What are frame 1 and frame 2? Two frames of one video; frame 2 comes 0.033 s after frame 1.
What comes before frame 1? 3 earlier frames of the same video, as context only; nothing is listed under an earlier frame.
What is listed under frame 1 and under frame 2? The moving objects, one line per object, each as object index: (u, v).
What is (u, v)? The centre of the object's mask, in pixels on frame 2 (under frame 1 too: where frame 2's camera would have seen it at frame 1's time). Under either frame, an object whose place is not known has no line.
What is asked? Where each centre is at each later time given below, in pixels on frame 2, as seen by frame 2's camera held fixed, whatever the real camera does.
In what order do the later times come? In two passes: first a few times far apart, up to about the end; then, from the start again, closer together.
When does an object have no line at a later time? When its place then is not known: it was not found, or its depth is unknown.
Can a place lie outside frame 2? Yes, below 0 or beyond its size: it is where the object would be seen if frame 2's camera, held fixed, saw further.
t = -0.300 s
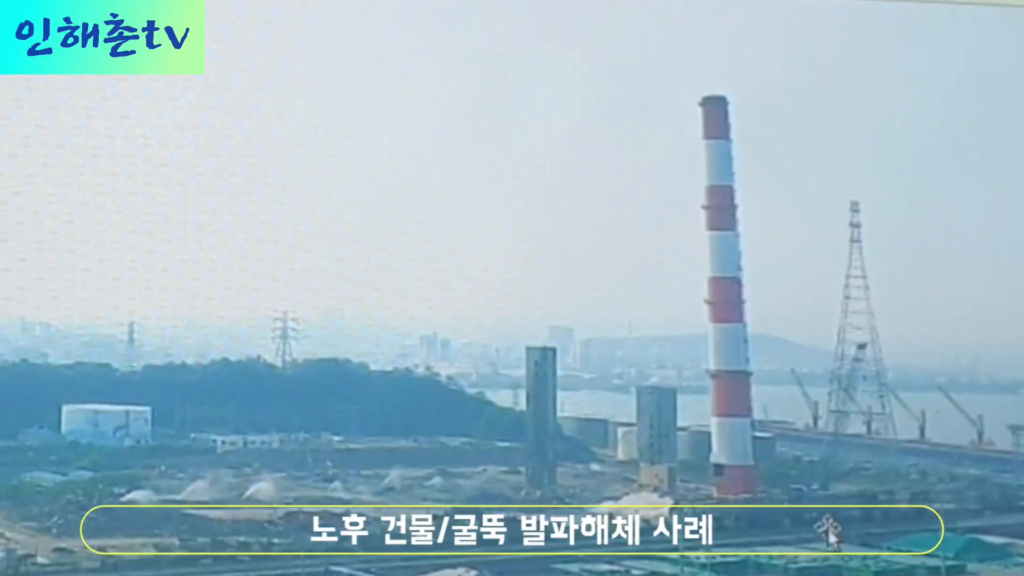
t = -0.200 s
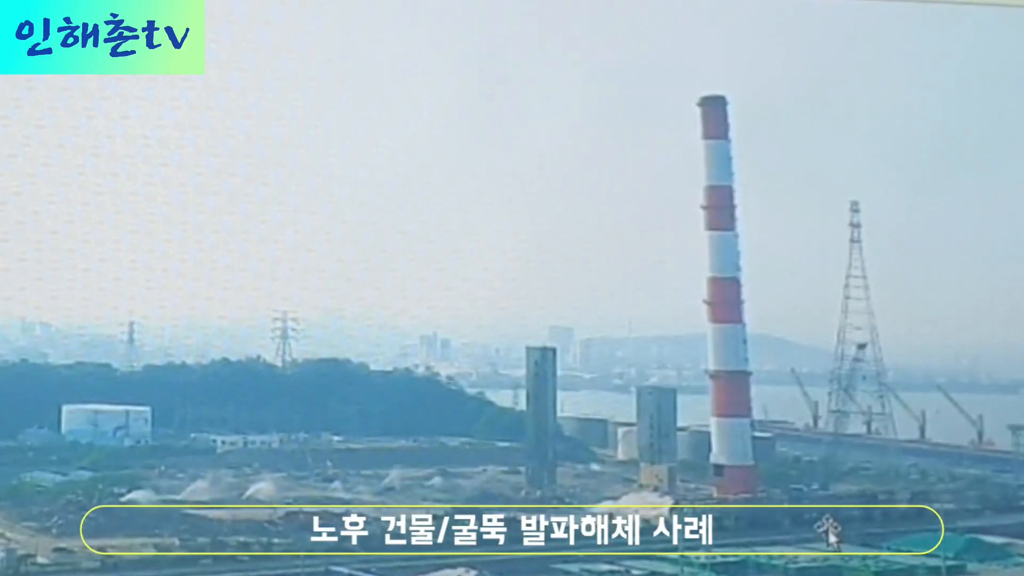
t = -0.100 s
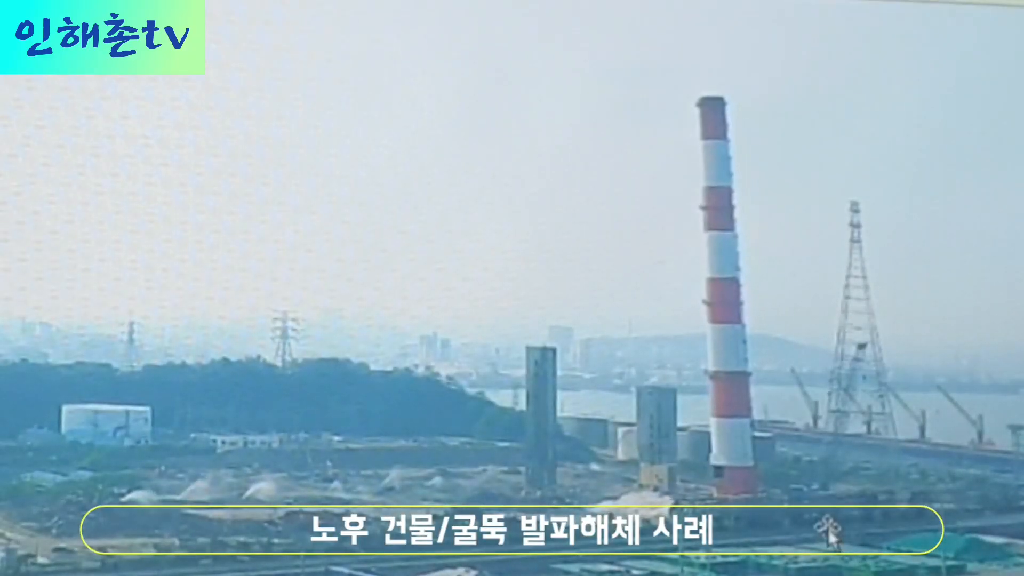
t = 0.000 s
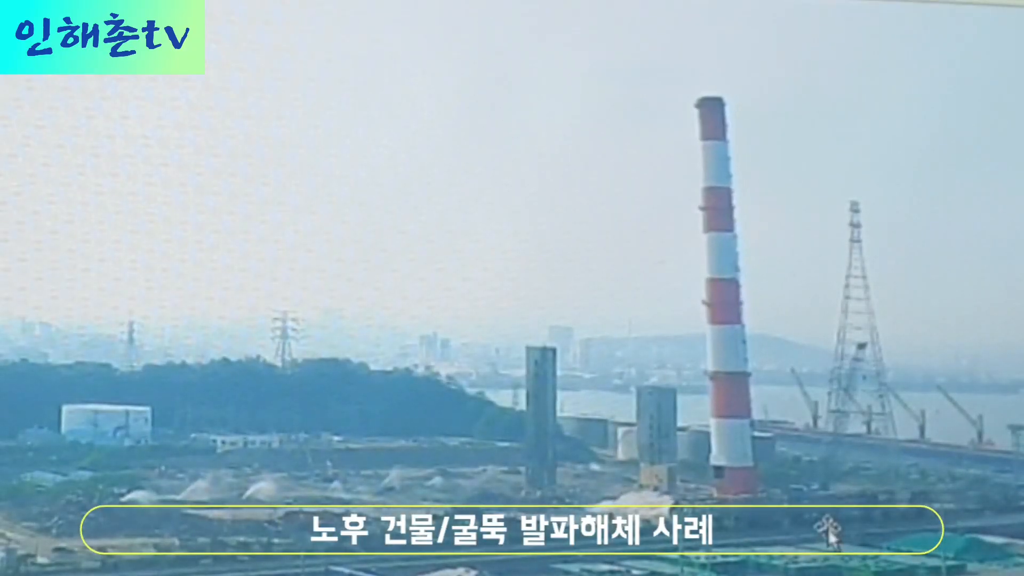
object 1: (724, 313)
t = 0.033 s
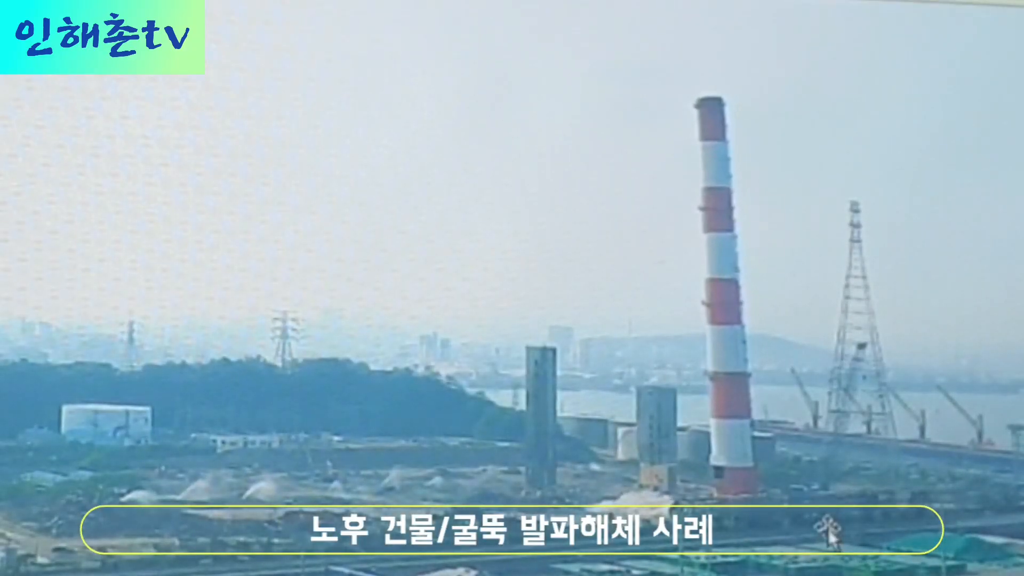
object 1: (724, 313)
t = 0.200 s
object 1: (723, 314)
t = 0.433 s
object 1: (722, 314)
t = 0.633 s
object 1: (720, 315)
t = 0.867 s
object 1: (718, 315)
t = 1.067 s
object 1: (717, 314)
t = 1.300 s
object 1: (715, 315)
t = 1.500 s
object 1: (714, 315)
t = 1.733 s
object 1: (712, 316)
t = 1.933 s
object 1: (710, 316)
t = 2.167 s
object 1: (708, 315)
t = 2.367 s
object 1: (706, 315)
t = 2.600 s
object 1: (704, 315)
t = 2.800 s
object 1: (702, 315)
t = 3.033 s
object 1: (700, 316)
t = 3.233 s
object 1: (697, 315)
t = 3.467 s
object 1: (695, 316)
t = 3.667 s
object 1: (693, 315)
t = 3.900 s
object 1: (690, 316)
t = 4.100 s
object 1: (688, 316)
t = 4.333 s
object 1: (685, 316)
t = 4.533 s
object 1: (682, 316)
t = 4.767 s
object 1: (678, 316)
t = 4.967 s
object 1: (675, 317)
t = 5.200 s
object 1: (672, 318)
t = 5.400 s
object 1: (667, 317)
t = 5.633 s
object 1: (662, 317)
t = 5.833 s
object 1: (659, 321)
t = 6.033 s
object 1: (655, 320)
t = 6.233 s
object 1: (650, 322)
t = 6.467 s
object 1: (645, 324)
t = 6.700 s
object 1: (639, 325)
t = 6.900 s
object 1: (632, 326)
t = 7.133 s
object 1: (625, 327)
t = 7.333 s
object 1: (619, 329)
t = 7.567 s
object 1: (611, 331)
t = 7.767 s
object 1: (604, 337)
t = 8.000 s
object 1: (595, 339)
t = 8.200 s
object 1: (587, 343)
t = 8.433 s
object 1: (579, 350)
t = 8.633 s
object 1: (568, 352)
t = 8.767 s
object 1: (564, 359)
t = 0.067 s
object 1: (724, 313)
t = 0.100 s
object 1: (724, 314)
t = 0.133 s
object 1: (724, 314)
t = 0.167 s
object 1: (723, 314)
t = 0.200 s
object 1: (723, 314)
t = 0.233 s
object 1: (723, 314)
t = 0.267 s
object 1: (723, 314)
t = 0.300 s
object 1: (722, 315)
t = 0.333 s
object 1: (722, 315)
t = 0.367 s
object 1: (722, 315)
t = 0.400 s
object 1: (722, 315)
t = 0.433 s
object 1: (722, 314)
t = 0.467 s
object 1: (721, 315)
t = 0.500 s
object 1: (721, 315)
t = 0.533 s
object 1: (721, 315)
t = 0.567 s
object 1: (721, 315)
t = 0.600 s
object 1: (721, 315)
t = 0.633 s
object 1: (720, 315)
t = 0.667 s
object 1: (720, 315)
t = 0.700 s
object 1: (720, 315)
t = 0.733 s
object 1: (719, 316)
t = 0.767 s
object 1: (719, 315)
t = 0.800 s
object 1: (719, 316)
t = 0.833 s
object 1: (719, 316)
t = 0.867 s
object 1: (718, 315)
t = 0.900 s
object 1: (718, 315)
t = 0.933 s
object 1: (718, 315)
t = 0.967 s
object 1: (718, 315)
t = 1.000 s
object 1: (717, 314)
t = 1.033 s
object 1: (717, 314)
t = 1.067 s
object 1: (717, 314)
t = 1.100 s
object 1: (717, 315)
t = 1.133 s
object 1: (717, 315)
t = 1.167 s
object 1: (716, 315)
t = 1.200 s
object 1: (716, 315)
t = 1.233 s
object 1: (716, 316)
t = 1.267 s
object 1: (715, 315)
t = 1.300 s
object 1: (715, 315)
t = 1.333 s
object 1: (715, 316)
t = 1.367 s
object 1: (715, 315)
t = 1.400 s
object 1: (715, 315)
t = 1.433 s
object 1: (714, 316)
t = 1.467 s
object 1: (714, 315)
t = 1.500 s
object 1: (714, 315)
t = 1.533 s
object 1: (713, 316)
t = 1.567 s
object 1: (713, 316)
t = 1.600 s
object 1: (713, 316)
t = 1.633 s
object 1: (713, 316)
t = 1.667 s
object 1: (712, 316)
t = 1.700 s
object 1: (712, 315)
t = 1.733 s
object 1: (712, 316)
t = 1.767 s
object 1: (711, 316)
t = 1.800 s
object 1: (711, 316)
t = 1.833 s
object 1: (711, 316)
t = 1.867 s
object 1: (710, 316)
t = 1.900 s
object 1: (710, 315)
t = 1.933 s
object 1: (710, 316)
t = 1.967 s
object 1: (710, 316)
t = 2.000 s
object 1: (710, 316)
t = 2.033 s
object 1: (709, 316)
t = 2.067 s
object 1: (709, 316)
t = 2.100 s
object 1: (708, 316)
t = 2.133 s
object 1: (708, 315)
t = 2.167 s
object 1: (708, 315)
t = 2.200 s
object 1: (708, 315)
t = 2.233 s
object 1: (707, 315)
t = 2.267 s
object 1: (707, 315)
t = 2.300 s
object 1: (707, 315)
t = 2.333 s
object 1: (707, 315)
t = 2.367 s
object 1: (706, 315)
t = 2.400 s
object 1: (706, 315)
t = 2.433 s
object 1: (706, 315)
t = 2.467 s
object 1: (705, 315)
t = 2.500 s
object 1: (705, 315)
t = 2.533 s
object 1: (705, 315)
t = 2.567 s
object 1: (704, 315)
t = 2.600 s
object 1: (704, 315)
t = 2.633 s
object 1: (704, 316)
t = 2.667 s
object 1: (704, 315)
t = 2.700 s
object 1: (703, 315)
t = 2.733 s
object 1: (703, 315)
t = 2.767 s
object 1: (702, 315)
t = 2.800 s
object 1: (702, 315)
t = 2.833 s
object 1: (702, 315)
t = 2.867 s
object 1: (702, 315)
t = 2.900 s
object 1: (701, 315)
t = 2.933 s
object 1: (701, 316)
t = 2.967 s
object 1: (701, 316)
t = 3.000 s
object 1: (700, 316)
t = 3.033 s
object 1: (700, 316)
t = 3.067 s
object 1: (700, 316)
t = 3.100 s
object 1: (700, 316)
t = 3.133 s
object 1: (699, 315)
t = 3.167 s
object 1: (699, 315)
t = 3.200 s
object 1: (698, 316)
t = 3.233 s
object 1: (697, 315)
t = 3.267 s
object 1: (697, 315)
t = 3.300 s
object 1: (697, 315)
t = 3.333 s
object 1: (697, 315)
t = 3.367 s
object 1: (696, 315)
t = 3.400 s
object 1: (696, 316)
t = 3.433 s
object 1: (696, 316)
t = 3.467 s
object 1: (695, 316)
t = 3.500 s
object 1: (695, 316)
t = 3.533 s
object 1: (695, 316)
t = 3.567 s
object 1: (694, 316)
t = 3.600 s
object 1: (693, 315)
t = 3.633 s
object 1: (693, 315)
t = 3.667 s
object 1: (693, 315)
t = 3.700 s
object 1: (693, 316)
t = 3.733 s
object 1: (692, 316)
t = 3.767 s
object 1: (691, 316)
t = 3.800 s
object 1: (691, 316)
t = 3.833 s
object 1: (691, 316)
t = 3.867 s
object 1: (691, 316)
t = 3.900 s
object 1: (690, 316)
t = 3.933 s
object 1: (690, 316)
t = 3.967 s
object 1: (689, 316)
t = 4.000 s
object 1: (689, 316)
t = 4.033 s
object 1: (689, 316)
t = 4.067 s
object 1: (688, 316)
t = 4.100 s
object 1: (688, 316)
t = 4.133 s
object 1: (688, 316)
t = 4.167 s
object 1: (687, 316)
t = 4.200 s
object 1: (687, 316)
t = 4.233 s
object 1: (686, 316)
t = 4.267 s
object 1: (685, 316)
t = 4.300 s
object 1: (685, 316)
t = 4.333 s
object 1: (685, 316)
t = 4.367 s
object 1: (684, 316)
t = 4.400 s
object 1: (684, 316)
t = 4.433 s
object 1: (683, 316)
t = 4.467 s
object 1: (683, 316)
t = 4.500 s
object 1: (682, 316)
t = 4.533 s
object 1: (682, 316)
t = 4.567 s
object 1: (681, 316)
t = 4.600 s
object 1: (681, 316)
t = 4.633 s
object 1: (680, 316)
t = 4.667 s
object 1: (680, 316)
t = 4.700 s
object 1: (679, 316)
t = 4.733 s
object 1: (679, 317)
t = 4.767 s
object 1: (678, 316)
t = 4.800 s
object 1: (678, 317)
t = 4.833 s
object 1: (677, 317)
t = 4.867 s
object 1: (677, 317)
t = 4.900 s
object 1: (676, 317)
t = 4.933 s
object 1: (676, 317)
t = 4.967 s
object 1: (675, 317)
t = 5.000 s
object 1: (674, 317)
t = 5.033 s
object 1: (674, 317)
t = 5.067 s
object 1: (673, 318)
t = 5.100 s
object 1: (673, 318)
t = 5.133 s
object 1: (673, 318)
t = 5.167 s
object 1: (672, 318)
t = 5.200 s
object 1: (672, 318)
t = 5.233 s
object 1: (671, 318)
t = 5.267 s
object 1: (670, 317)
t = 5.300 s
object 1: (670, 318)
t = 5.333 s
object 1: (668, 316)
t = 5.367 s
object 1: (667, 316)
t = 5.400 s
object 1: (667, 317)
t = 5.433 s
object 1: (667, 319)
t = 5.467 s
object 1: (666, 318)
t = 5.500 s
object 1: (666, 318)
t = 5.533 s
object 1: (665, 319)
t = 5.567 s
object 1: (664, 319)
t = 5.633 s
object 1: (662, 317)
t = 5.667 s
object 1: (662, 318)
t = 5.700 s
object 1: (663, 322)
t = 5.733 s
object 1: (662, 322)
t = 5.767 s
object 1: (661, 322)
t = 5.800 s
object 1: (660, 320)
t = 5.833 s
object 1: (659, 321)
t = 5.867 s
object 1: (658, 320)
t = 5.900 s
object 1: (658, 320)
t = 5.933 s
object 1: (657, 321)
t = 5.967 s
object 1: (656, 320)
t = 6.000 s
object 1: (656, 321)
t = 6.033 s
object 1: (655, 320)
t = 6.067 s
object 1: (654, 321)
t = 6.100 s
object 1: (653, 321)
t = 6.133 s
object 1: (653, 321)
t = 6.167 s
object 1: (652, 321)
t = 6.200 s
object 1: (651, 321)
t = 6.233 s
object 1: (650, 322)
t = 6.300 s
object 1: (649, 322)
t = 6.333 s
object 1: (648, 322)
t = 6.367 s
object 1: (647, 323)
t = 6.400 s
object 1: (646, 323)
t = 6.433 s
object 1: (646, 324)
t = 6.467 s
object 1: (645, 324)
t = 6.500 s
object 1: (644, 324)
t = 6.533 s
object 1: (643, 324)
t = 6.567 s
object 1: (642, 324)
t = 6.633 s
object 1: (641, 324)
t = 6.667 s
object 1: (639, 324)
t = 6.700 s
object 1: (639, 325)
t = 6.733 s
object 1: (638, 325)
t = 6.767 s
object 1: (637, 326)
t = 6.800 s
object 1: (636, 325)
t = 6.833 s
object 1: (634, 325)
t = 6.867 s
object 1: (635, 327)
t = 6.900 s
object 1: (632, 326)
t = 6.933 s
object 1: (632, 328)
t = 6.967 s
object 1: (631, 326)
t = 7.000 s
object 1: (630, 327)
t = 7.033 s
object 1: (629, 327)
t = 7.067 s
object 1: (628, 328)
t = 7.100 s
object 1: (627, 327)
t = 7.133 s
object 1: (625, 327)
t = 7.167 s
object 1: (624, 327)
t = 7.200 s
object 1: (623, 328)
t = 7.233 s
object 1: (623, 329)
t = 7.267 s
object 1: (621, 328)
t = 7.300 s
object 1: (620, 329)
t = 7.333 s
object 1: (619, 329)
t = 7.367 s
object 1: (619, 331)
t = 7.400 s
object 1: (617, 331)
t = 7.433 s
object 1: (616, 329)
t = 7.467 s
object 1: (614, 330)
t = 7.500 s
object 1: (613, 331)
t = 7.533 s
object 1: (613, 332)
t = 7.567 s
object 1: (611, 331)
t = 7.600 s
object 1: (609, 332)
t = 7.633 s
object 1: (608, 332)
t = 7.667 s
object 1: (607, 333)
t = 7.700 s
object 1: (607, 335)
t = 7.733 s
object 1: (606, 335)
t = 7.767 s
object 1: (604, 337)
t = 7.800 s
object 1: (603, 338)
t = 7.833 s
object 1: (601, 336)
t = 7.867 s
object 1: (601, 337)
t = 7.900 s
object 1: (600, 339)
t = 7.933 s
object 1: (599, 340)
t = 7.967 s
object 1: (596, 338)
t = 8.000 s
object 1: (595, 339)
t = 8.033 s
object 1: (594, 340)
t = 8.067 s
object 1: (594, 342)
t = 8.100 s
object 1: (591, 340)
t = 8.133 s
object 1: (591, 345)
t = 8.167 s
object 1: (587, 341)
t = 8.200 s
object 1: (587, 343)
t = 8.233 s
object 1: (587, 346)
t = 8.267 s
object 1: (584, 343)
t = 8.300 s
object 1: (583, 345)
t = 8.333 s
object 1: (582, 346)
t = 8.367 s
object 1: (581, 348)
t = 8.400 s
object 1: (579, 346)
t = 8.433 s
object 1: (579, 350)
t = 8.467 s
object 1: (575, 347)
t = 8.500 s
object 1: (576, 351)
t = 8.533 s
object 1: (575, 352)
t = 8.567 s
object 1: (570, 352)
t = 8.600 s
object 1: (571, 354)
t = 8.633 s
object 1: (568, 352)
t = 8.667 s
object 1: (567, 354)
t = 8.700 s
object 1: (564, 355)
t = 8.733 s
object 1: (565, 358)
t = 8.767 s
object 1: (564, 359)
